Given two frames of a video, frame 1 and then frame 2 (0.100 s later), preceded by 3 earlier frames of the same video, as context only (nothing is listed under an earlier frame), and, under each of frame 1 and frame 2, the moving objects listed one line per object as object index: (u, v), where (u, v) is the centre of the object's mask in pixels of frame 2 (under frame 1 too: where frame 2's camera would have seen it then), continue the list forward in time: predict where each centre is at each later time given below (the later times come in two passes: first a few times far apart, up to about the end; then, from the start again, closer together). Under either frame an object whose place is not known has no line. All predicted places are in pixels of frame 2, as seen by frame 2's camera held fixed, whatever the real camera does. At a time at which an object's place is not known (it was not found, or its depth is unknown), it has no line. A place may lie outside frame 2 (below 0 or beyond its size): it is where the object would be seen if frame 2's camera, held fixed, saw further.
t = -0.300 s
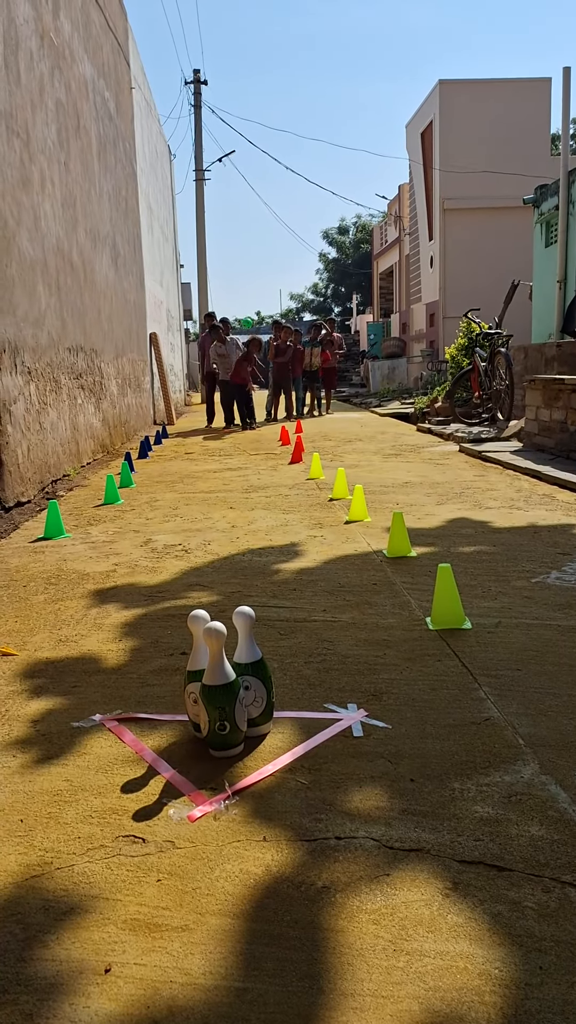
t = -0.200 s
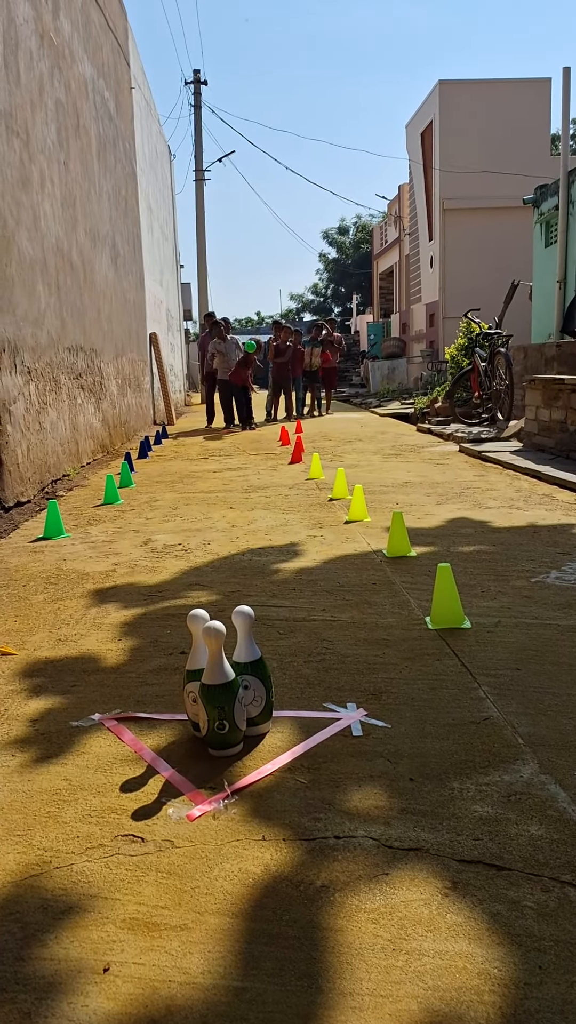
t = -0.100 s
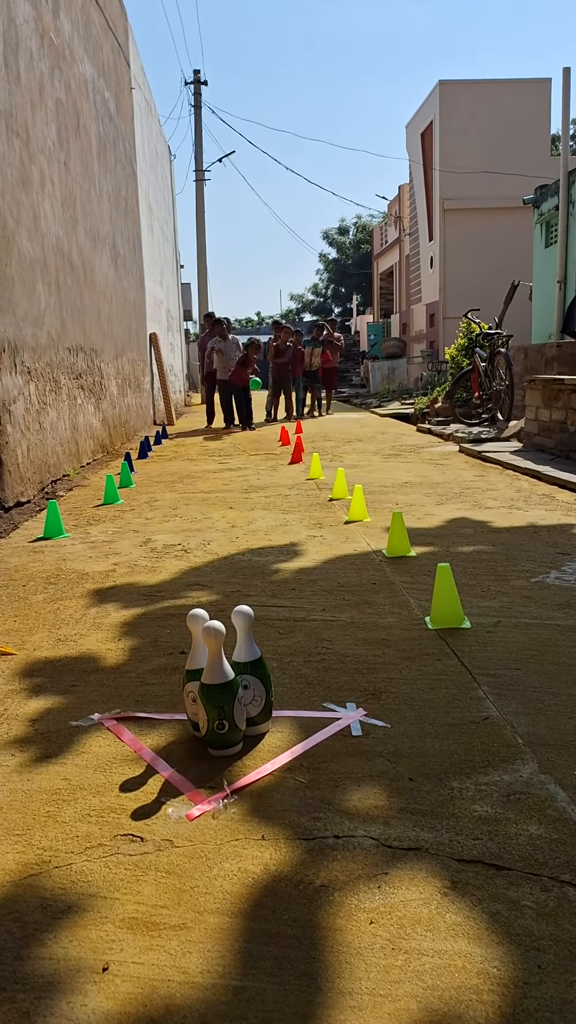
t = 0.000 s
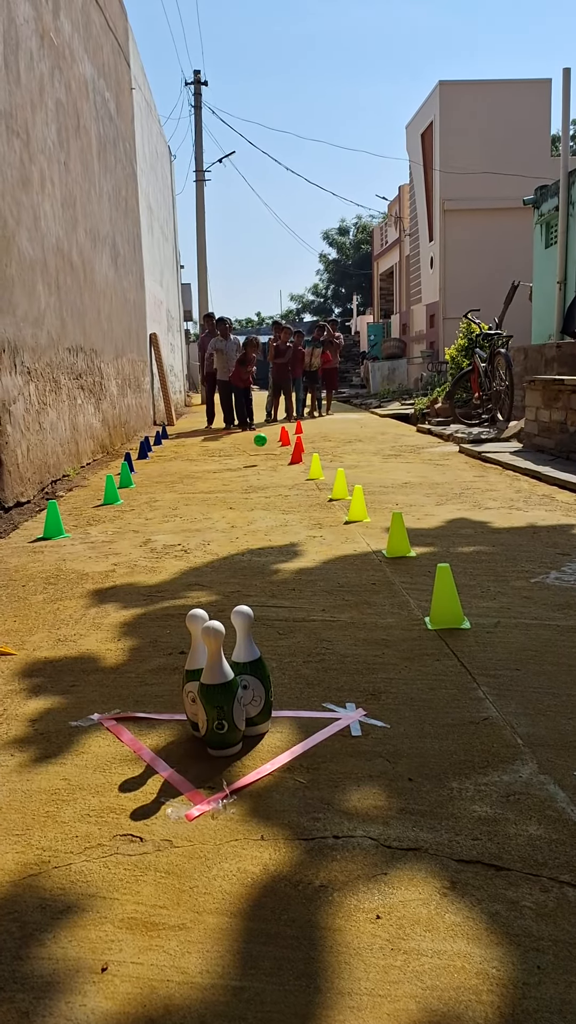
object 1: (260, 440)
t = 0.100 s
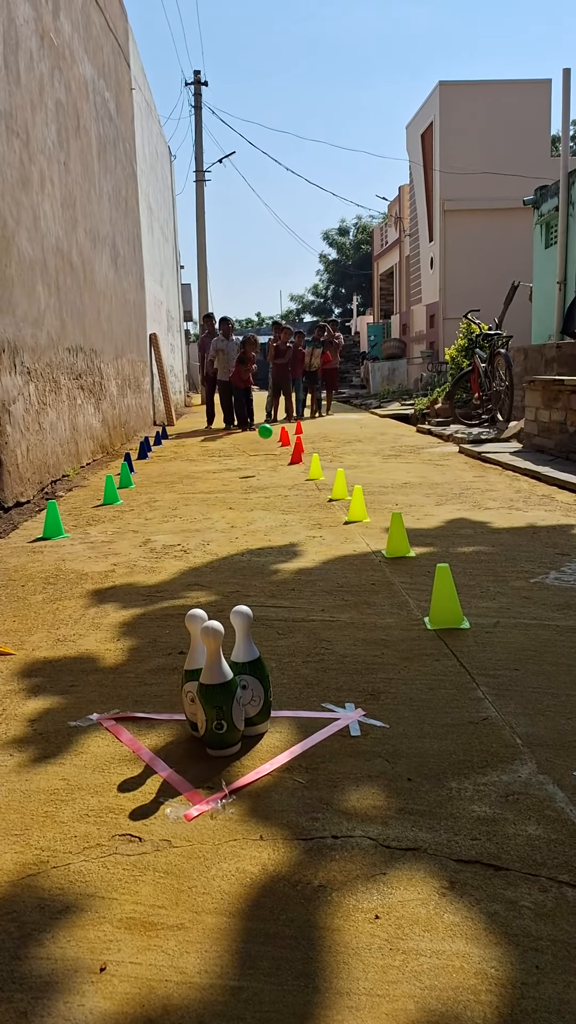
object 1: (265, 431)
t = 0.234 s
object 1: (273, 391)
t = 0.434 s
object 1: (292, 377)
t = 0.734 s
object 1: (338, 551)
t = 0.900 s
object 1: (371, 462)
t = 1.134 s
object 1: (459, 479)
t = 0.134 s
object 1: (267, 419)
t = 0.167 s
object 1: (269, 409)
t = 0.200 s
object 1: (271, 400)
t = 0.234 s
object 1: (273, 391)
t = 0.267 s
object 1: (276, 385)
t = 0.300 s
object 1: (279, 379)
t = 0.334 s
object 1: (282, 376)
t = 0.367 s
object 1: (285, 374)
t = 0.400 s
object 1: (288, 374)
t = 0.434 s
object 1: (292, 377)
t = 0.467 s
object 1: (295, 381)
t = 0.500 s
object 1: (299, 390)
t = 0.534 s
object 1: (303, 401)
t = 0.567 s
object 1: (307, 415)
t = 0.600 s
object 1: (312, 432)
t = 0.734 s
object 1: (338, 551)
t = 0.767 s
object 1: (343, 531)
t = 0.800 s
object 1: (349, 511)
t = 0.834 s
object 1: (356, 493)
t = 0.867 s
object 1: (363, 477)
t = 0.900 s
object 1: (371, 462)
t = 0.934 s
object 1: (380, 453)
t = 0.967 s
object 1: (390, 445)
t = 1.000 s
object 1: (401, 441)
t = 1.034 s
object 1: (413, 443)
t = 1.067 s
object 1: (426, 448)
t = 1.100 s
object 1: (442, 459)
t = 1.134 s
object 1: (459, 479)
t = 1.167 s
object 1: (477, 504)
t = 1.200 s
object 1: (499, 539)
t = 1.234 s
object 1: (522, 585)
